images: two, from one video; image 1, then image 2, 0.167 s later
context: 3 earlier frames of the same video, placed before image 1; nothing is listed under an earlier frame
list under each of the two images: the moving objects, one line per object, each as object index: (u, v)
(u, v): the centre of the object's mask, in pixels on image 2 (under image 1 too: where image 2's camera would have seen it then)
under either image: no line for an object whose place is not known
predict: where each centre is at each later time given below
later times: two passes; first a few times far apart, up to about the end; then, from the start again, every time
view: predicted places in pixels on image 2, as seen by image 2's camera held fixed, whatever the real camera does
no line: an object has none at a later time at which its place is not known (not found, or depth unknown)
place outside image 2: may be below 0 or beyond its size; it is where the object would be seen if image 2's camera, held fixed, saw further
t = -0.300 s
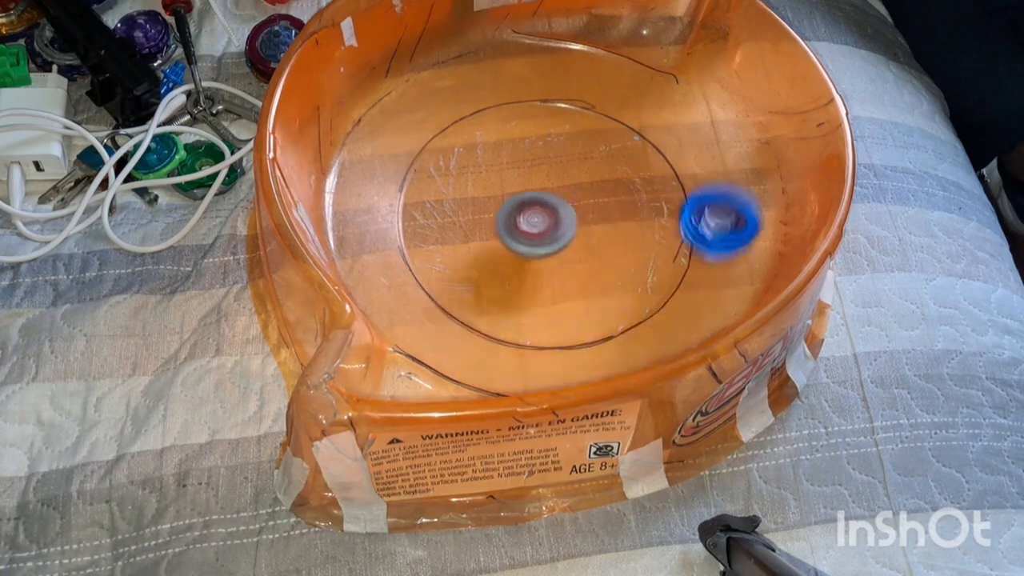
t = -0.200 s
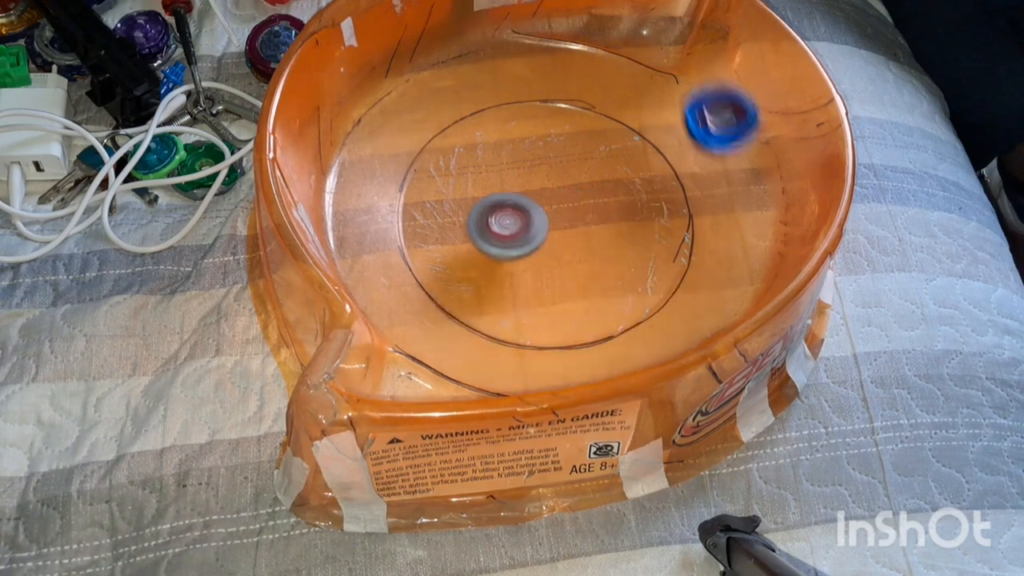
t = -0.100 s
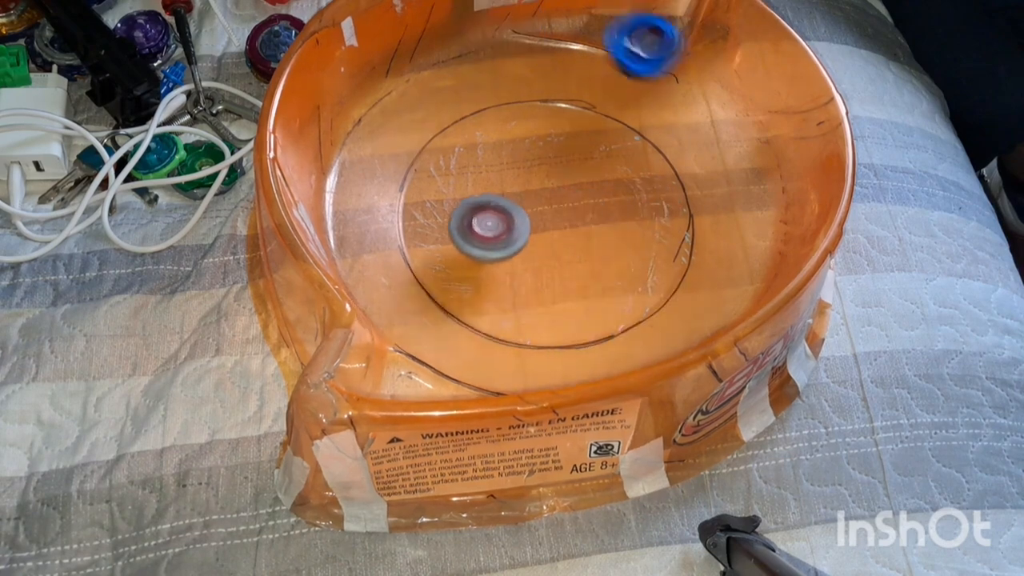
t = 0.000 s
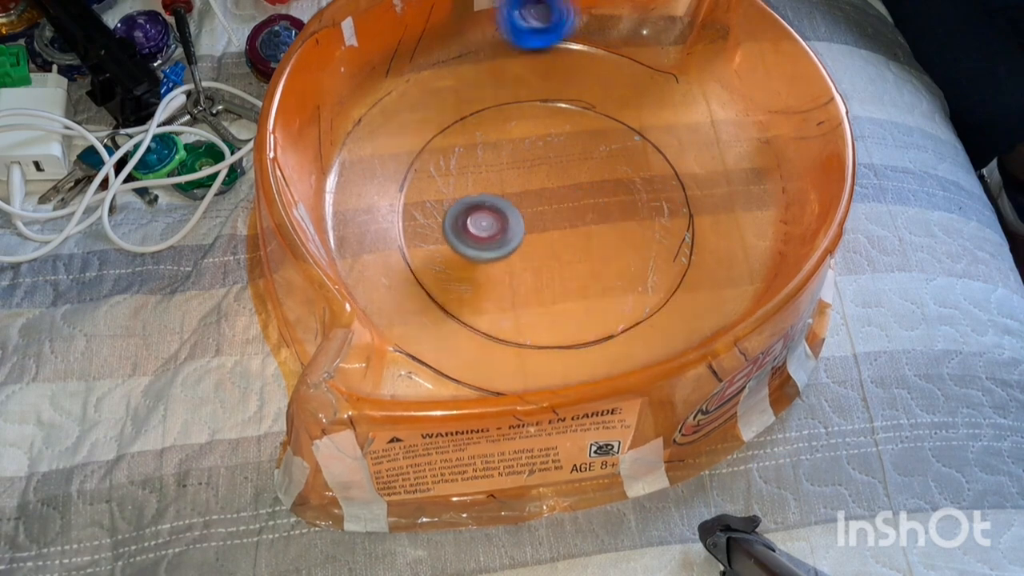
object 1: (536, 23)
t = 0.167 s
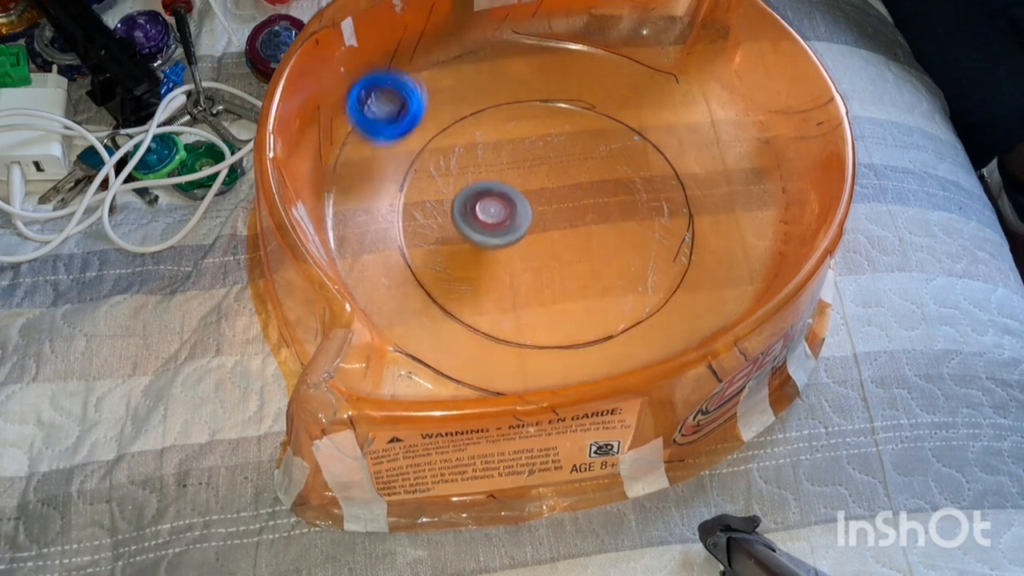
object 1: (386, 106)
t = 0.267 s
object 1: (374, 196)
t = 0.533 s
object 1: (653, 277)
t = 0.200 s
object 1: (374, 134)
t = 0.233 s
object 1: (370, 164)
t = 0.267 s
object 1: (374, 196)
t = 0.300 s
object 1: (390, 230)
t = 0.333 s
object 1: (414, 259)
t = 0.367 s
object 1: (447, 281)
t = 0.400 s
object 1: (487, 300)
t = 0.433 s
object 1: (532, 310)
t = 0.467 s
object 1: (577, 309)
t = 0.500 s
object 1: (618, 296)
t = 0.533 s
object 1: (653, 277)
